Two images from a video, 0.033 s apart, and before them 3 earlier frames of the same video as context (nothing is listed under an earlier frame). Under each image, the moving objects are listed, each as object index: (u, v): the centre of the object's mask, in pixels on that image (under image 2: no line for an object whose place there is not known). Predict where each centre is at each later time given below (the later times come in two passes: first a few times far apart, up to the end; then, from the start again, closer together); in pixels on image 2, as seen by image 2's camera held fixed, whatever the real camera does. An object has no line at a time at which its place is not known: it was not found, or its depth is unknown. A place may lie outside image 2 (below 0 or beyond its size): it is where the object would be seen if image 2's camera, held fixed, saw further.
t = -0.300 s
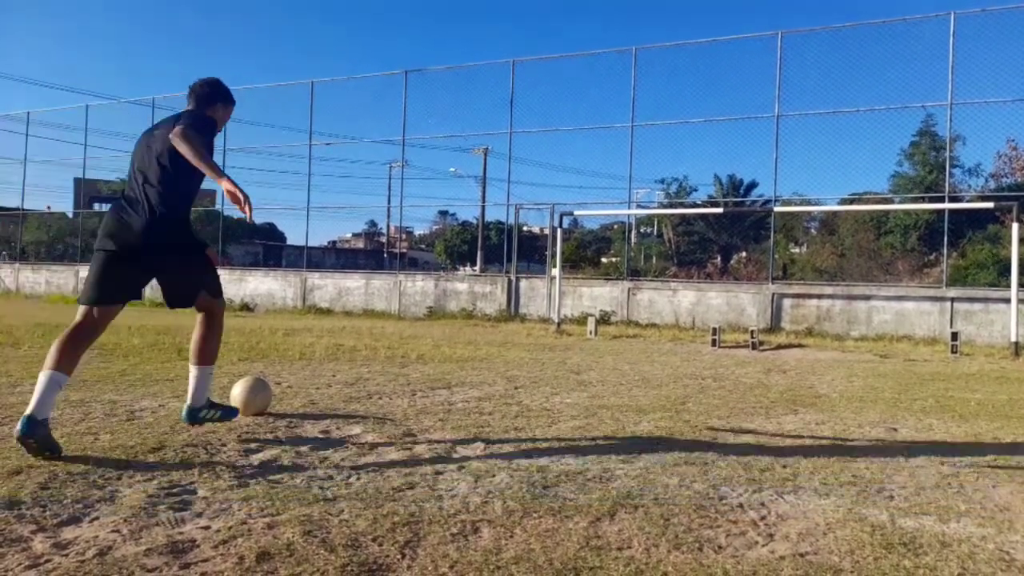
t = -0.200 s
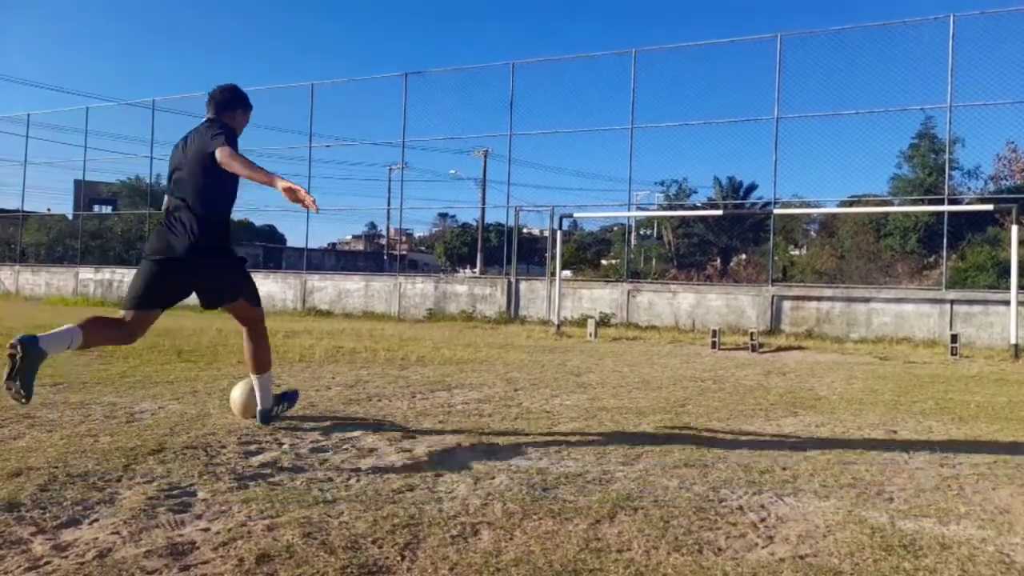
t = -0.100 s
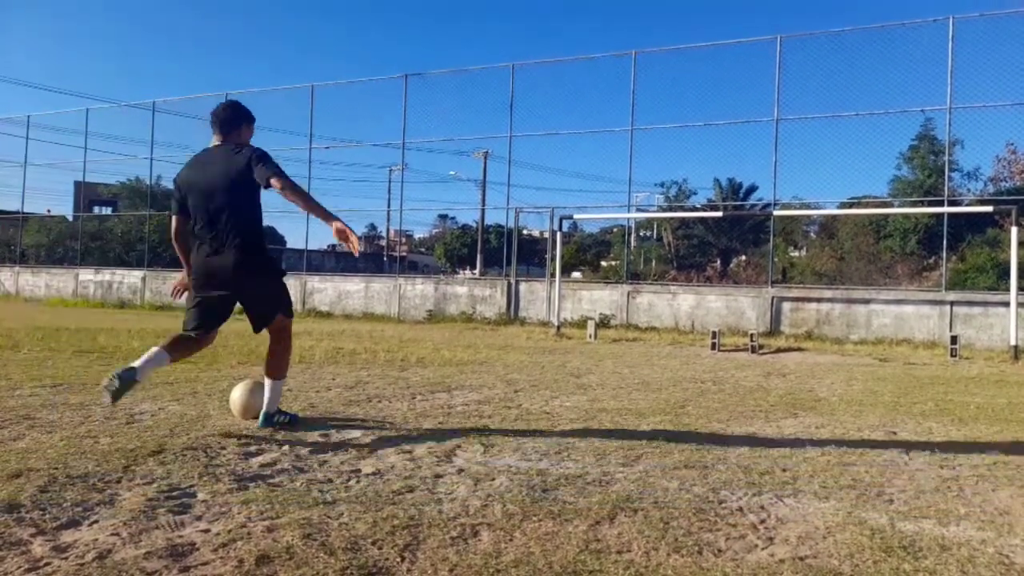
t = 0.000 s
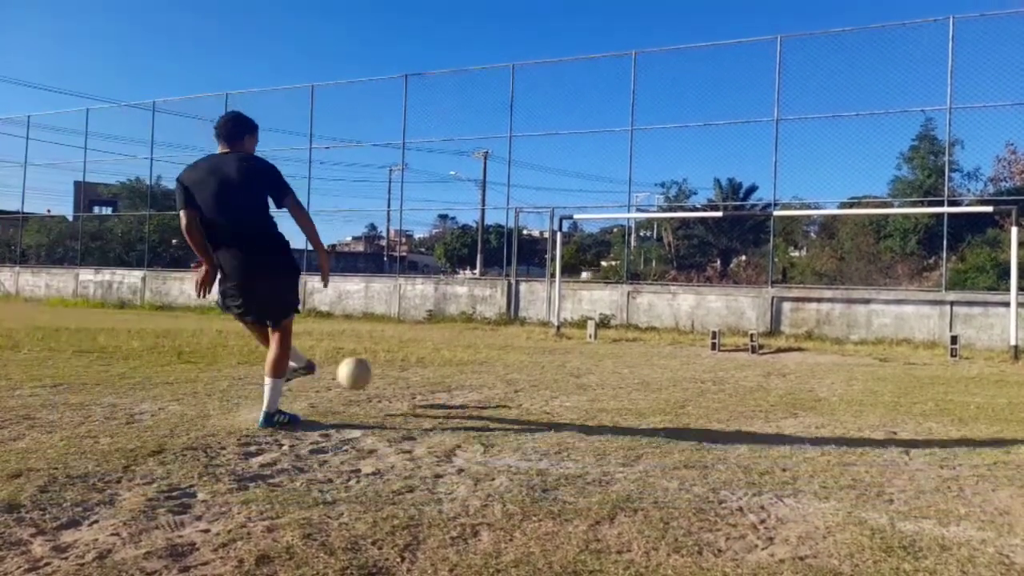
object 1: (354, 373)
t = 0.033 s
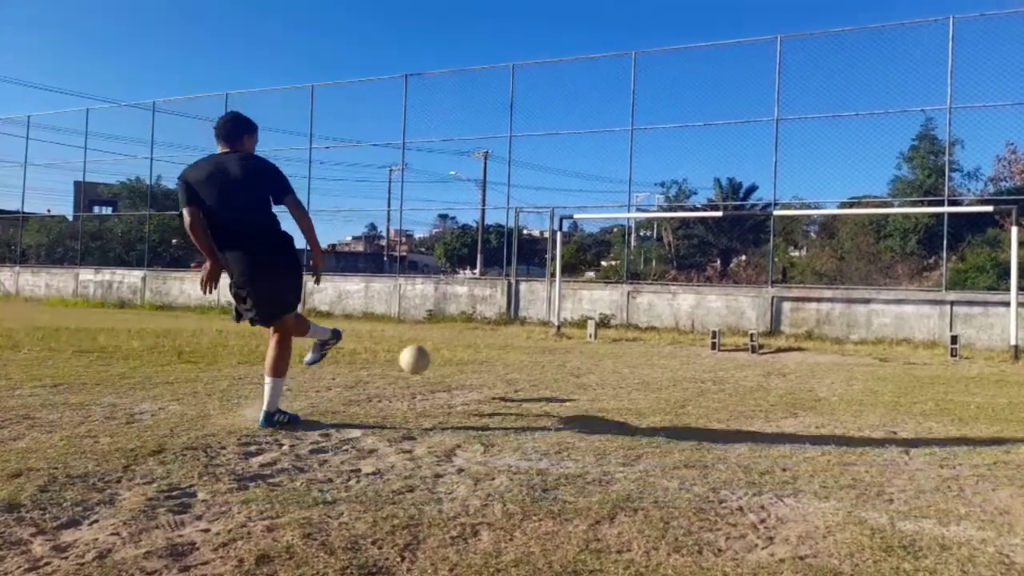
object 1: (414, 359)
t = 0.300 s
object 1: (656, 338)
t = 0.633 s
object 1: (707, 327)
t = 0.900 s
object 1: (627, 331)
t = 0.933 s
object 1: (620, 328)
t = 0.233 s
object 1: (618, 335)
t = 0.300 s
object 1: (656, 338)
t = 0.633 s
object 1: (707, 327)
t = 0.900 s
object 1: (627, 331)
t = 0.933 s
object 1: (620, 328)
